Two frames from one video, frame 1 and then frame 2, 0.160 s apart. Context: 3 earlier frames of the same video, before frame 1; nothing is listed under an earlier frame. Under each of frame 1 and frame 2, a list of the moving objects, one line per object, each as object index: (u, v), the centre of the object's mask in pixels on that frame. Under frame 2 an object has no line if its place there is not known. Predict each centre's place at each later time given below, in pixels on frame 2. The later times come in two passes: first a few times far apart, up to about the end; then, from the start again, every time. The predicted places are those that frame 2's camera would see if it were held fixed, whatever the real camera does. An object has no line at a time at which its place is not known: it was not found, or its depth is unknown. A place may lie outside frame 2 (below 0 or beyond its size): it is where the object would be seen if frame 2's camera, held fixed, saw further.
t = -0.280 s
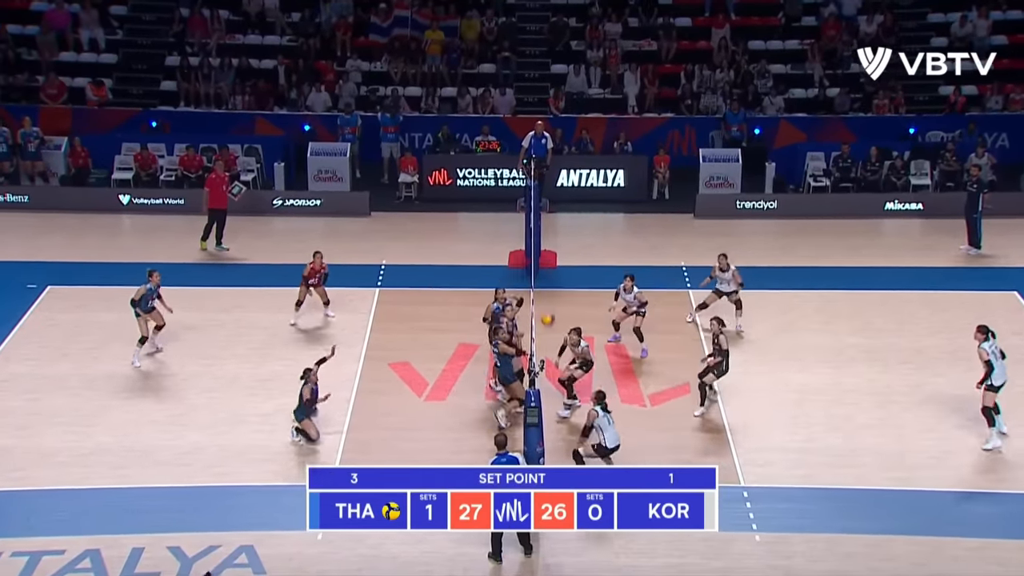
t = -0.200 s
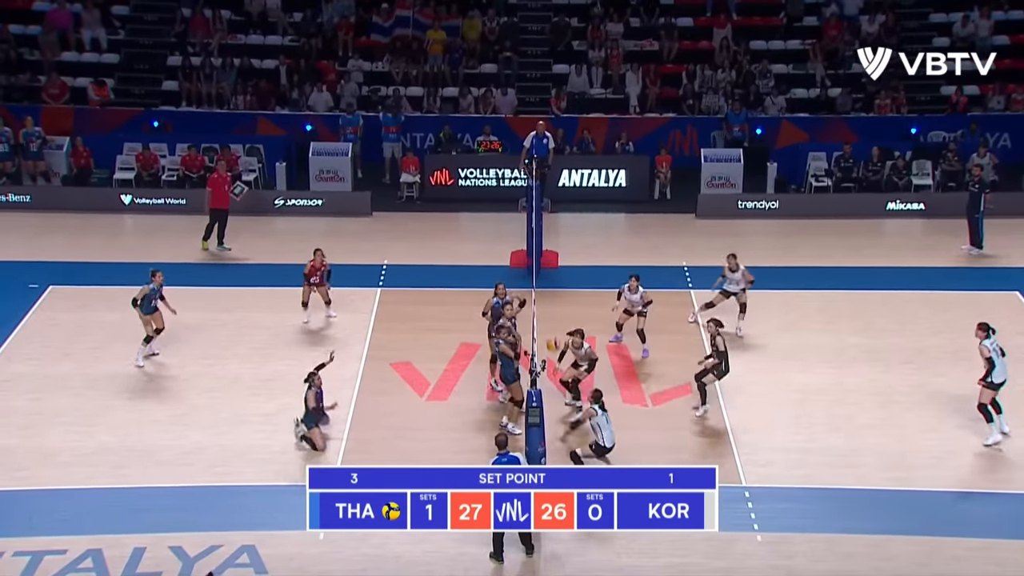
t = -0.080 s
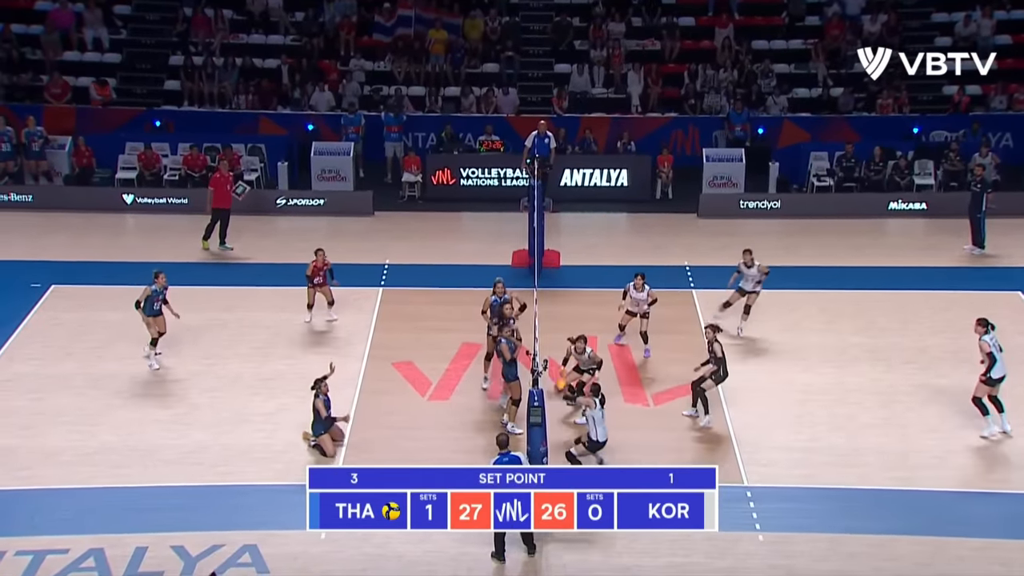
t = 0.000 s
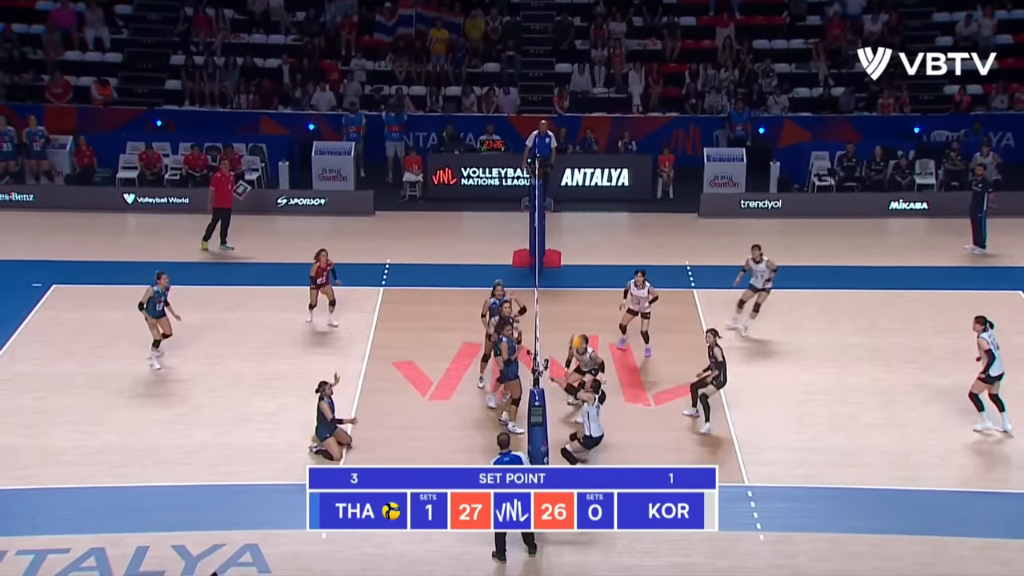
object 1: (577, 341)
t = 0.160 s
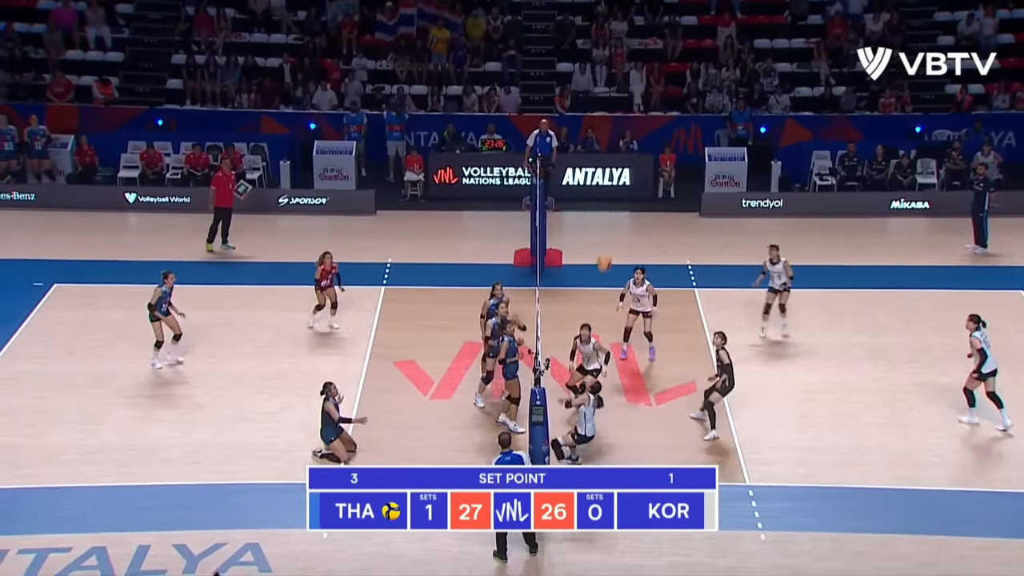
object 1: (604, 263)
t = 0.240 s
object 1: (619, 229)
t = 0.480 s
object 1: (657, 160)
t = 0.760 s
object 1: (702, 130)
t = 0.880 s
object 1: (719, 133)
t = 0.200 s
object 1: (611, 245)
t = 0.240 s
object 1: (619, 229)
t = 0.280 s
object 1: (625, 215)
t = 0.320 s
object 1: (631, 202)
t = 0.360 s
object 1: (638, 190)
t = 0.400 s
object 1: (644, 179)
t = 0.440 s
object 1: (651, 169)
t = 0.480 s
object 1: (657, 160)
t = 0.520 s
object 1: (664, 153)
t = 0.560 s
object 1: (670, 146)
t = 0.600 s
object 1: (677, 141)
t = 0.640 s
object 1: (683, 137)
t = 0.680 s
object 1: (689, 133)
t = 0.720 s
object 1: (696, 131)
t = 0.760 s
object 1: (702, 130)
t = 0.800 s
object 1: (707, 130)
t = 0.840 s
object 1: (713, 131)
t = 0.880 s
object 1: (719, 133)
